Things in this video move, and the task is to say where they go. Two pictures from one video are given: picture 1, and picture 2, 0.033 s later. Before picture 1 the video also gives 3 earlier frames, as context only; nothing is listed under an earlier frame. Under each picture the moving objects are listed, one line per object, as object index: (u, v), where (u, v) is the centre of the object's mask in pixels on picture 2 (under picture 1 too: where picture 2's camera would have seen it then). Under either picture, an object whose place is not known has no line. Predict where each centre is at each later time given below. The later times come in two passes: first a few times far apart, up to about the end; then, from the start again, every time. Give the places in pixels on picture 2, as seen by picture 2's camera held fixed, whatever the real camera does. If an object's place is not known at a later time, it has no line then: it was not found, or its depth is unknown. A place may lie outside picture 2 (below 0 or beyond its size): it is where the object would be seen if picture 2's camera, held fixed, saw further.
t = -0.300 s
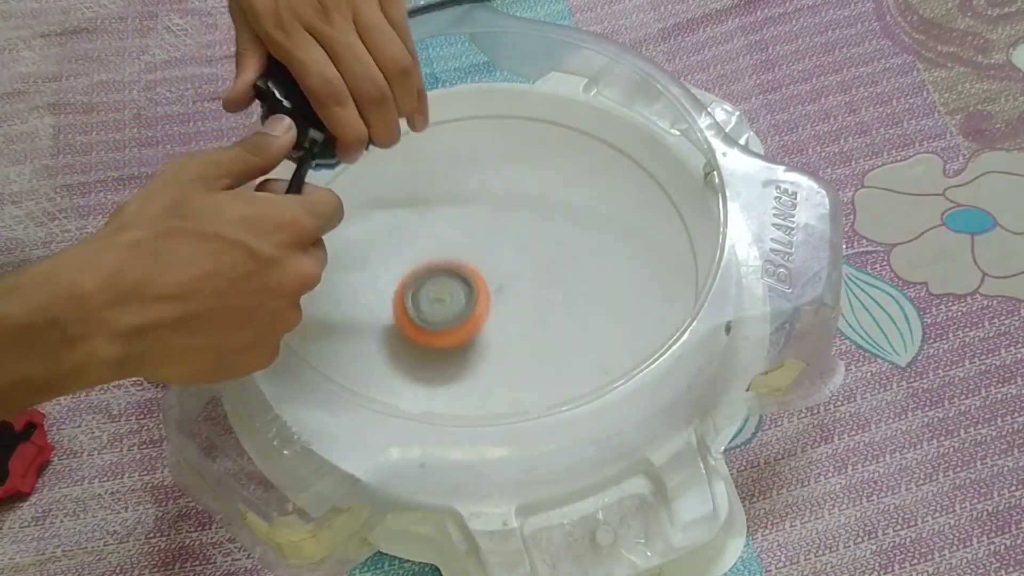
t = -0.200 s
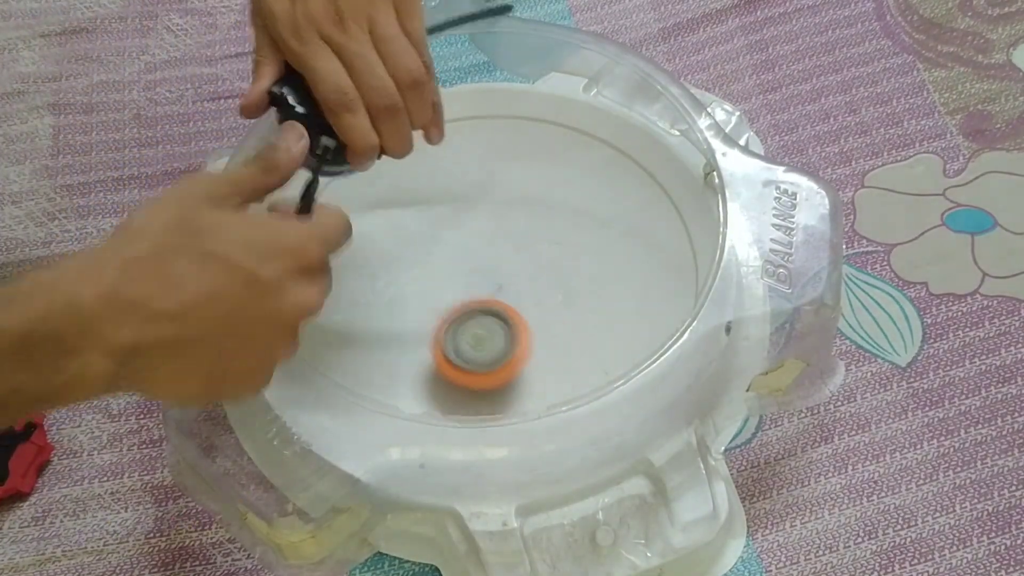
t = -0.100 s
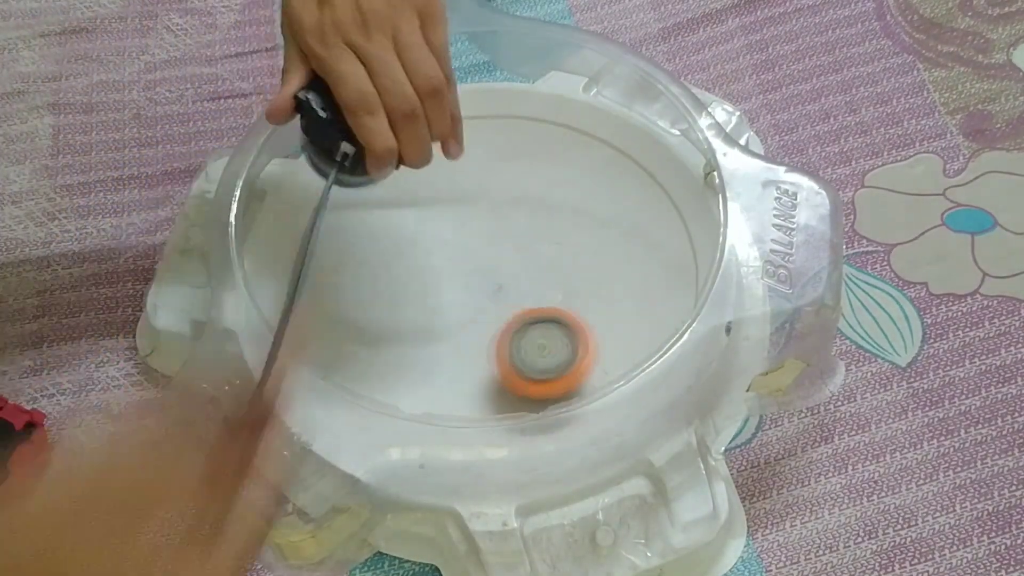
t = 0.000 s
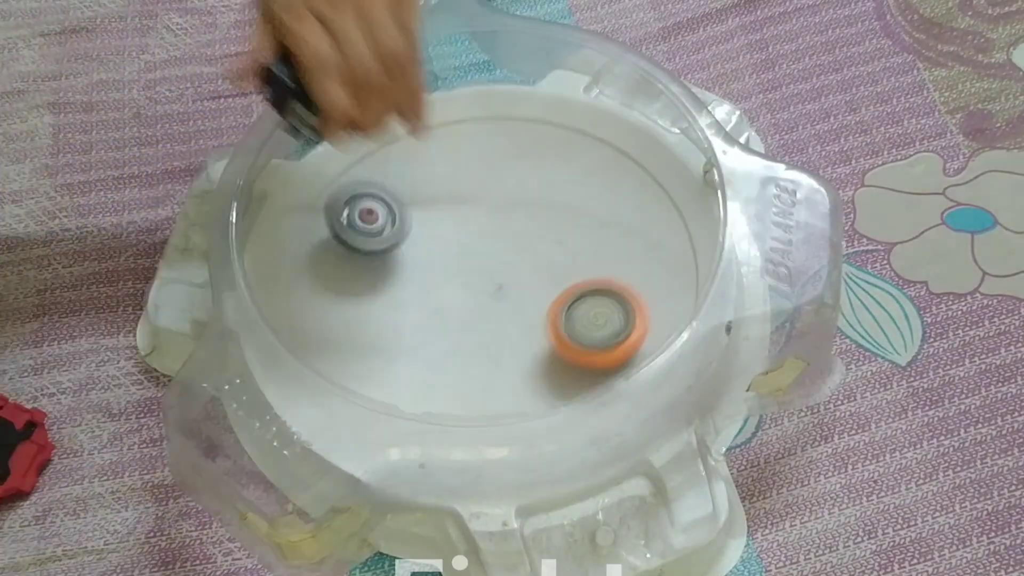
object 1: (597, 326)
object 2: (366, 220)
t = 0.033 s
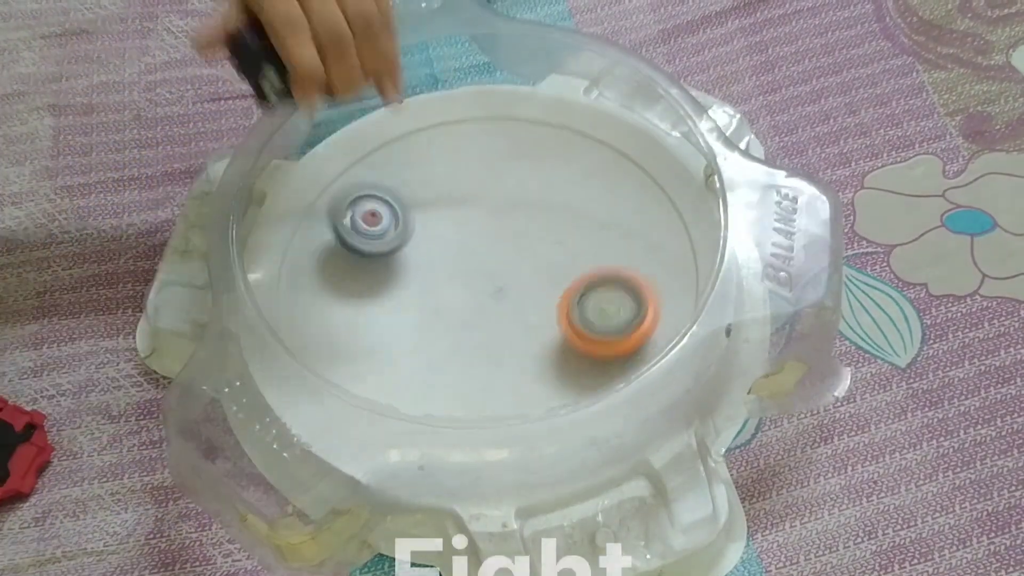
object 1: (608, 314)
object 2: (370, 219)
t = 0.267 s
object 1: (570, 217)
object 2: (421, 165)
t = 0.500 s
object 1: (441, 232)
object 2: (420, 126)
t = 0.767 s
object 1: (452, 350)
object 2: (466, 163)
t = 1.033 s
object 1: (581, 305)
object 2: (595, 152)
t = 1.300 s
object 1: (494, 224)
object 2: (607, 117)
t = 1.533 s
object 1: (424, 262)
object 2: (570, 190)
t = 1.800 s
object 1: (440, 331)
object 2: (638, 290)
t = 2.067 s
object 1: (523, 309)
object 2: (641, 279)
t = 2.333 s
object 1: (514, 240)
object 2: (593, 320)
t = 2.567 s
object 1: (462, 219)
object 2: (551, 364)
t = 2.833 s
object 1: (443, 258)
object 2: (502, 382)
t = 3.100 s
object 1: (505, 277)
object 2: (447, 365)
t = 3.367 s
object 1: (541, 235)
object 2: (414, 322)
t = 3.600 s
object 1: (521, 213)
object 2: (403, 268)
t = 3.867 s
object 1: (494, 245)
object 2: (402, 212)
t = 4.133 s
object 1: (526, 285)
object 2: (429, 187)
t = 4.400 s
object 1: (563, 264)
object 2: (486, 177)
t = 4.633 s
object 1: (526, 269)
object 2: (529, 154)
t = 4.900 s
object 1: (514, 306)
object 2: (526, 165)
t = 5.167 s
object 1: (519, 325)
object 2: (568, 230)
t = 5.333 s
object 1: (515, 337)
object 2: (599, 218)
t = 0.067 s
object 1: (616, 299)
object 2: (376, 218)
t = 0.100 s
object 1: (618, 285)
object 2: (384, 214)
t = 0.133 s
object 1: (615, 269)
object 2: (392, 206)
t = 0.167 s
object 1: (608, 255)
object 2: (400, 196)
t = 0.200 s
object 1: (597, 240)
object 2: (409, 184)
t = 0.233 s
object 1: (585, 227)
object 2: (416, 174)
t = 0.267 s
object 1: (570, 217)
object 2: (421, 165)
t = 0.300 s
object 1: (551, 209)
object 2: (422, 153)
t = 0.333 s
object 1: (532, 205)
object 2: (423, 143)
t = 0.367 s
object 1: (512, 205)
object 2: (423, 138)
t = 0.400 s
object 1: (491, 208)
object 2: (424, 132)
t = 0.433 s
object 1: (473, 213)
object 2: (422, 129)
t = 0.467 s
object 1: (456, 222)
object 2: (421, 127)
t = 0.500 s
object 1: (441, 232)
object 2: (420, 126)
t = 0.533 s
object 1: (430, 244)
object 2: (418, 128)
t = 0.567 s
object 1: (421, 261)
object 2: (419, 129)
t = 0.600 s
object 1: (416, 277)
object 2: (420, 132)
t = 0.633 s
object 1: (414, 292)
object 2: (423, 135)
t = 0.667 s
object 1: (416, 309)
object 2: (428, 142)
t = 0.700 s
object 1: (424, 325)
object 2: (439, 151)
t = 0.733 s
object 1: (436, 339)
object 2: (453, 158)
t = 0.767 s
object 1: (452, 350)
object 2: (466, 163)
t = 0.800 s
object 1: (471, 357)
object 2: (483, 168)
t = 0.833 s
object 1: (490, 361)
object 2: (500, 171)
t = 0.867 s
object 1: (511, 360)
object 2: (518, 172)
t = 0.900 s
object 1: (529, 355)
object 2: (538, 171)
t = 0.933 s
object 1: (547, 346)
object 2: (555, 168)
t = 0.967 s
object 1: (562, 334)
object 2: (570, 166)
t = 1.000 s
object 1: (573, 321)
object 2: (584, 161)
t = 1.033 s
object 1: (581, 305)
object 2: (595, 152)
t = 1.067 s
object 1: (585, 288)
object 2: (602, 145)
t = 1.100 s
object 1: (584, 272)
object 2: (606, 140)
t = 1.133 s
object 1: (578, 255)
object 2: (603, 139)
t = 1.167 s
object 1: (569, 240)
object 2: (596, 141)
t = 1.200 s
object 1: (559, 227)
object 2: (590, 143)
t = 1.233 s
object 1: (542, 220)
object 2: (591, 140)
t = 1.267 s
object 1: (515, 223)
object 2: (608, 118)
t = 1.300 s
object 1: (494, 224)
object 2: (607, 117)
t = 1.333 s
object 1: (480, 226)
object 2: (599, 122)
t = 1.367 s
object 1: (468, 229)
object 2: (591, 129)
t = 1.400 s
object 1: (456, 234)
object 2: (582, 137)
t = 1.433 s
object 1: (445, 239)
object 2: (576, 145)
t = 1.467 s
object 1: (437, 246)
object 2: (570, 161)
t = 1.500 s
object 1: (429, 253)
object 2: (569, 173)
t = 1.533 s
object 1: (424, 262)
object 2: (570, 190)
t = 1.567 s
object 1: (419, 271)
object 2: (571, 206)
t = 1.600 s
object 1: (415, 279)
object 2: (576, 222)
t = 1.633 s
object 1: (414, 288)
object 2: (583, 238)
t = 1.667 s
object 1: (414, 299)
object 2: (592, 252)
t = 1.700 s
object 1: (418, 308)
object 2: (603, 265)
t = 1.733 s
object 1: (423, 316)
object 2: (614, 275)
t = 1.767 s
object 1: (431, 324)
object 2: (627, 284)
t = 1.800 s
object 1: (440, 331)
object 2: (638, 290)
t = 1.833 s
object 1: (451, 335)
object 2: (647, 294)
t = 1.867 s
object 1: (463, 336)
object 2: (654, 293)
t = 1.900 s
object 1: (475, 336)
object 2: (659, 293)
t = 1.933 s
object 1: (486, 334)
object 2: (662, 289)
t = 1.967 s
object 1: (497, 329)
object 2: (662, 286)
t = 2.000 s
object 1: (507, 323)
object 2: (659, 282)
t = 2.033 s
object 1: (515, 316)
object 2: (651, 279)
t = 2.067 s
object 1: (523, 309)
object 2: (641, 279)
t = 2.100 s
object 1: (529, 301)
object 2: (629, 281)
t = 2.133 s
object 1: (528, 292)
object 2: (624, 285)
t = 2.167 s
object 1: (528, 281)
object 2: (621, 289)
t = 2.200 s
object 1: (529, 272)
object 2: (617, 295)
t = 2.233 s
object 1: (527, 265)
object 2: (612, 301)
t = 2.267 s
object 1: (524, 256)
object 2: (606, 307)
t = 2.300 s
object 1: (519, 248)
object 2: (601, 314)
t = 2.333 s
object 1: (514, 240)
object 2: (593, 320)
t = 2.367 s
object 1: (508, 233)
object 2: (585, 328)
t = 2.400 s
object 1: (501, 228)
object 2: (579, 334)
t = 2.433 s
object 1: (493, 224)
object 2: (574, 341)
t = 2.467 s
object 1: (485, 220)
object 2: (568, 347)
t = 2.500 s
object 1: (477, 218)
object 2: (563, 353)
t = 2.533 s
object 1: (469, 218)
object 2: (558, 358)
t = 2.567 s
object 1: (462, 219)
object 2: (551, 364)
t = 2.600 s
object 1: (455, 222)
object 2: (546, 368)
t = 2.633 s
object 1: (450, 224)
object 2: (539, 373)
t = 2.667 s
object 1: (445, 228)
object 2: (534, 375)
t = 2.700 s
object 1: (440, 234)
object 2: (528, 378)
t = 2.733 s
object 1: (438, 239)
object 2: (522, 379)
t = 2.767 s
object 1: (438, 245)
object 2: (514, 381)
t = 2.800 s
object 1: (440, 251)
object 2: (509, 381)
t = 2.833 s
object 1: (443, 258)
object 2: (502, 382)
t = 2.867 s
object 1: (448, 263)
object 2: (495, 381)
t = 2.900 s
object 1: (455, 269)
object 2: (489, 382)
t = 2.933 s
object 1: (463, 273)
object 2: (482, 381)
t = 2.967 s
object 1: (472, 276)
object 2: (475, 380)
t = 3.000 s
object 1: (480, 278)
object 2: (467, 377)
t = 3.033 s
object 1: (489, 279)
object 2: (460, 373)
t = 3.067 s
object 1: (496, 279)
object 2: (453, 369)
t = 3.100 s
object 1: (505, 277)
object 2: (447, 365)
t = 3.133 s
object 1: (513, 273)
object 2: (441, 361)
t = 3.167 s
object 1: (520, 269)
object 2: (436, 355)
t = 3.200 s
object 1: (527, 263)
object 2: (432, 351)
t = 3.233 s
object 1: (532, 258)
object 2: (427, 345)
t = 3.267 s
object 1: (536, 253)
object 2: (422, 340)
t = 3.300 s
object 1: (539, 247)
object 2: (419, 334)
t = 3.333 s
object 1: (540, 241)
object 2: (417, 329)
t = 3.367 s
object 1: (541, 235)
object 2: (414, 322)
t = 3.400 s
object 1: (541, 230)
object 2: (412, 315)
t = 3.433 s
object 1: (540, 225)
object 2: (410, 307)
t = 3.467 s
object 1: (538, 221)
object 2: (408, 299)
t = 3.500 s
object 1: (535, 218)
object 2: (407, 291)
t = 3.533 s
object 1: (531, 215)
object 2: (406, 283)
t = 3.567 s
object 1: (527, 214)
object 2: (404, 276)
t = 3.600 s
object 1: (521, 213)
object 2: (403, 268)
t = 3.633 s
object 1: (516, 214)
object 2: (403, 261)
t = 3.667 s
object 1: (510, 216)
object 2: (402, 254)
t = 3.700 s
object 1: (506, 218)
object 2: (403, 247)
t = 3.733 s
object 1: (501, 222)
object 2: (402, 239)
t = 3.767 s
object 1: (498, 227)
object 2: (402, 231)
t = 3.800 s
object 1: (495, 232)
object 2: (402, 224)
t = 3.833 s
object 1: (494, 238)
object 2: (402, 217)
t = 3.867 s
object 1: (494, 245)
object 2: (402, 212)
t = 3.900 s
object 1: (494, 252)
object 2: (403, 207)
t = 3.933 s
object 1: (496, 258)
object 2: (404, 203)
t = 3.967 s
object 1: (499, 264)
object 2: (407, 200)
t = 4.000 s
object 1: (502, 270)
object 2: (411, 196)
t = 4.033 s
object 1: (507, 275)
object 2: (415, 193)
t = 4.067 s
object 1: (512, 279)
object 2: (418, 192)
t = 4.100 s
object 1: (519, 282)
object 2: (424, 189)
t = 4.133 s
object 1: (526, 285)
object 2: (429, 187)
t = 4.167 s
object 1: (532, 288)
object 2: (435, 185)
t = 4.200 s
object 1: (540, 289)
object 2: (441, 183)
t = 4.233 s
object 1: (547, 289)
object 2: (448, 181)
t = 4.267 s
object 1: (555, 287)
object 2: (456, 180)
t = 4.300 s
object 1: (562, 282)
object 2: (463, 179)
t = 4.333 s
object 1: (565, 276)
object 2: (471, 178)
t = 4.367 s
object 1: (565, 269)
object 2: (478, 178)
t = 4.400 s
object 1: (563, 264)
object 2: (486, 177)
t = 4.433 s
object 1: (558, 260)
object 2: (495, 176)
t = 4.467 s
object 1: (554, 257)
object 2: (502, 176)
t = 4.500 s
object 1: (548, 255)
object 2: (511, 175)
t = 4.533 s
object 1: (541, 256)
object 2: (519, 171)
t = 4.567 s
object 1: (536, 261)
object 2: (523, 165)
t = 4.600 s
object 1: (531, 265)
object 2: (527, 157)
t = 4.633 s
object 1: (526, 269)
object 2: (529, 154)
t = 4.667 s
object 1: (522, 274)
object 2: (530, 149)
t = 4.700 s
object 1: (520, 279)
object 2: (531, 147)
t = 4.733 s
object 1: (518, 284)
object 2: (530, 145)
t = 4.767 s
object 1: (517, 289)
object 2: (530, 144)
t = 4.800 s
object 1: (516, 294)
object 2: (528, 146)
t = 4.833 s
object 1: (515, 298)
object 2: (527, 152)
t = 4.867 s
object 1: (514, 302)
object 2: (526, 157)
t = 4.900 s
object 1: (514, 306)
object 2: (526, 165)
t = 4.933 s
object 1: (515, 309)
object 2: (527, 173)
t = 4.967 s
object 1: (517, 312)
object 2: (529, 183)
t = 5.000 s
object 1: (518, 314)
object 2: (532, 194)
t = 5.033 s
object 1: (520, 315)
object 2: (536, 204)
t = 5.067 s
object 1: (521, 316)
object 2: (541, 216)
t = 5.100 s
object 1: (522, 316)
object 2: (546, 225)
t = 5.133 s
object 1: (523, 317)
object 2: (554, 234)
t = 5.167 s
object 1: (519, 325)
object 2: (568, 230)
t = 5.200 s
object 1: (516, 330)
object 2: (581, 227)
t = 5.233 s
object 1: (515, 333)
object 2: (589, 224)
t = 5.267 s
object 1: (515, 335)
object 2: (594, 222)
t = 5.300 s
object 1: (515, 337)
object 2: (597, 220)
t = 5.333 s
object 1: (515, 337)
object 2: (599, 218)
